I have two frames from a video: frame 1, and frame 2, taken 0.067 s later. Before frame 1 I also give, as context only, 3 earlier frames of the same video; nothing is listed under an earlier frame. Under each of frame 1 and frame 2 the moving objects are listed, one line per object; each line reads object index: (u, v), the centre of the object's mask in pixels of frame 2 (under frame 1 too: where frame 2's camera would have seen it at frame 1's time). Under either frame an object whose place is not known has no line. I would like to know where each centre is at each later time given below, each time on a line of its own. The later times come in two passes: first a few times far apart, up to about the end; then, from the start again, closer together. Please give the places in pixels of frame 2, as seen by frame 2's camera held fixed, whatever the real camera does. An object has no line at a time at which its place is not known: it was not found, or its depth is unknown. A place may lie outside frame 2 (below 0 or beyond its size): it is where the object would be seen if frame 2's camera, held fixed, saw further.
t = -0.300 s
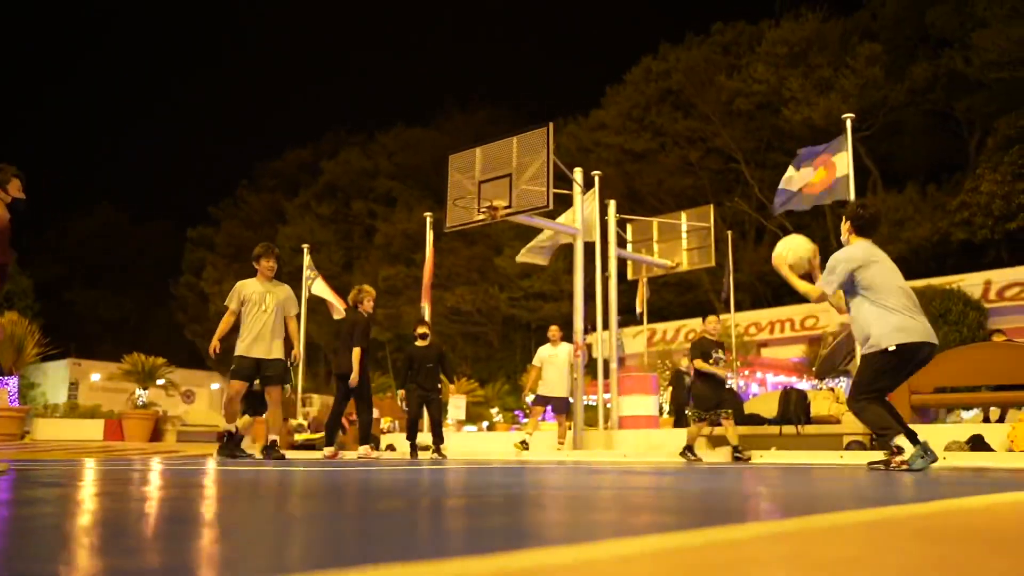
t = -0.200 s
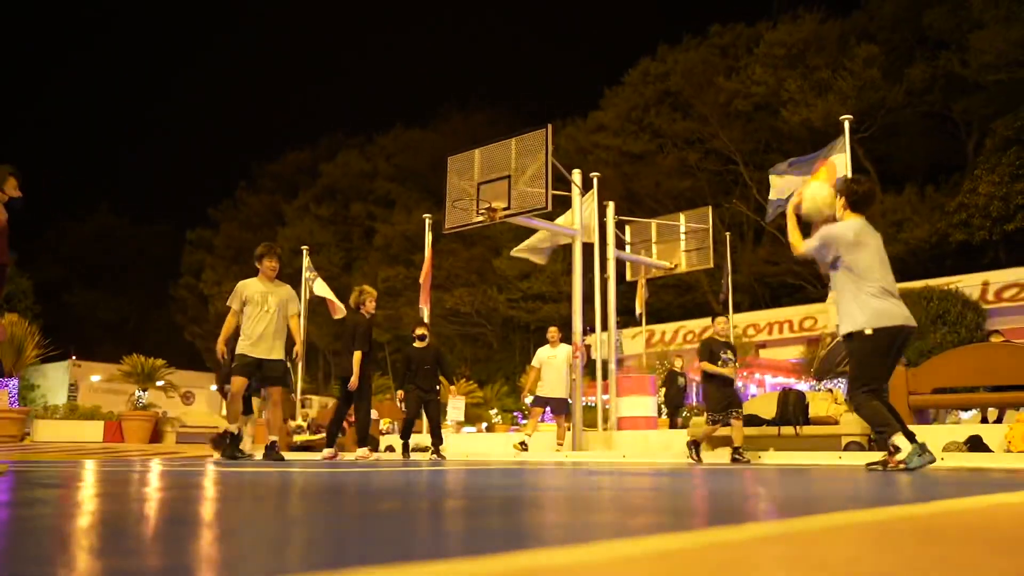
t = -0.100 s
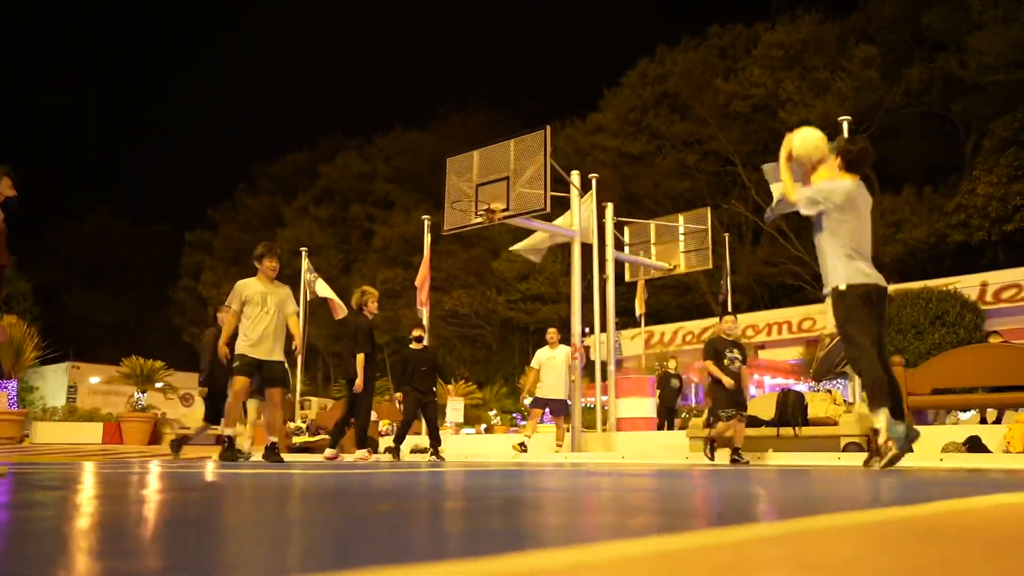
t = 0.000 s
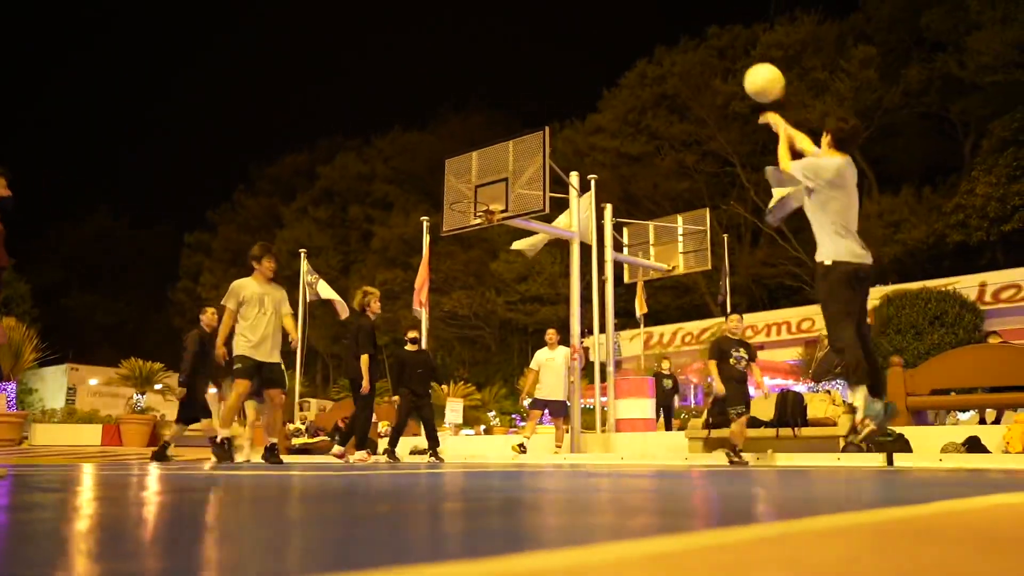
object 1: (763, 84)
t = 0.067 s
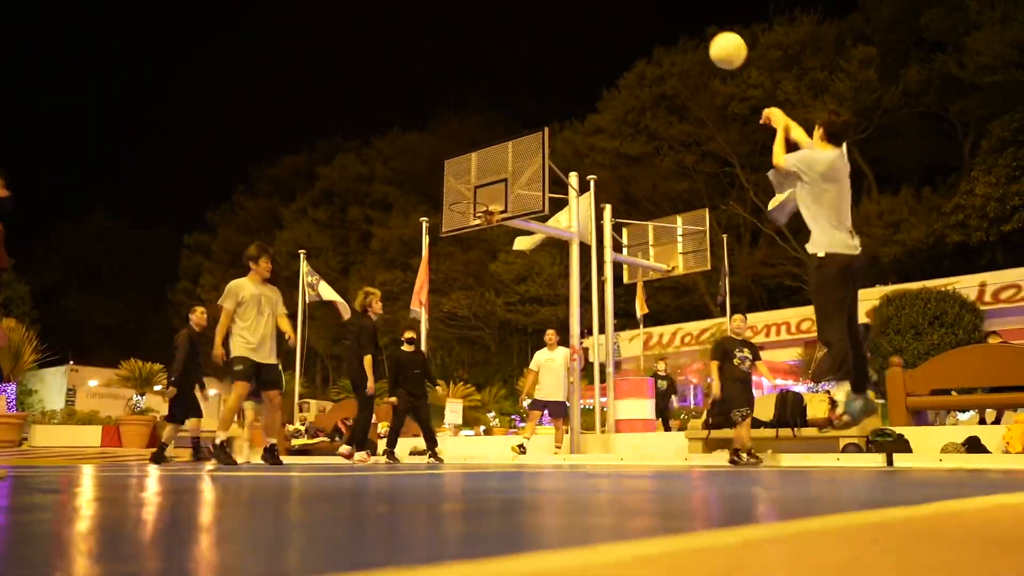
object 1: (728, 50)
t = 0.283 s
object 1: (638, 6)
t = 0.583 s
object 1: (559, 19)
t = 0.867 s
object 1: (506, 98)
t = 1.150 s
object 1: (468, 213)
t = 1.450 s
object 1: (517, 323)
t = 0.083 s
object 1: (719, 43)
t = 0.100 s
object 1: (711, 37)
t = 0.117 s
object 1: (704, 32)
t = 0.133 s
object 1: (696, 26)
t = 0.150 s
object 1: (689, 22)
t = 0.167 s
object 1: (682, 18)
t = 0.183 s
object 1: (675, 14)
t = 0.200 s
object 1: (668, 12)
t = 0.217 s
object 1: (663, 11)
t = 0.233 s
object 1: (656, 9)
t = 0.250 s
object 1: (650, 8)
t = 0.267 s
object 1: (645, 7)
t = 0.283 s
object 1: (638, 6)
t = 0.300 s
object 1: (633, 5)
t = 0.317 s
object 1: (628, 5)
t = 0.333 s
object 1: (622, 4)
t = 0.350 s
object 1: (617, 4)
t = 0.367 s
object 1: (613, 4)
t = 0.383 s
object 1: (608, 4)
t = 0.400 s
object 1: (603, 4)
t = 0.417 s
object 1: (599, 5)
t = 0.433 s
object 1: (594, 5)
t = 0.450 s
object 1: (590, 6)
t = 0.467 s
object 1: (586, 6)
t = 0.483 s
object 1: (582, 7)
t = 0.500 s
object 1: (578, 8)
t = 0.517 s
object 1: (574, 9)
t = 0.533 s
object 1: (570, 11)
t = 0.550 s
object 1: (566, 13)
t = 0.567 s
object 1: (563, 16)
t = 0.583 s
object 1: (559, 19)
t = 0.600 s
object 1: (556, 23)
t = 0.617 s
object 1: (552, 26)
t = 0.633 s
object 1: (549, 30)
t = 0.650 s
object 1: (545, 34)
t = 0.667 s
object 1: (542, 37)
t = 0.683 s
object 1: (539, 42)
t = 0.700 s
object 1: (536, 46)
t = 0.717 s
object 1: (533, 50)
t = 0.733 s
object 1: (529, 55)
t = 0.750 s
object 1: (526, 61)
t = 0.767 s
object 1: (523, 65)
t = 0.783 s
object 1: (520, 70)
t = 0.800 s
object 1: (517, 76)
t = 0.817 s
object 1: (514, 81)
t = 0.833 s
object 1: (511, 87)
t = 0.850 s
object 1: (508, 93)
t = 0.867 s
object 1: (506, 98)
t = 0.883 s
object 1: (503, 105)
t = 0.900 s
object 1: (500, 111)
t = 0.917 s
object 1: (497, 117)
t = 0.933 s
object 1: (495, 124)
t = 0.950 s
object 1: (492, 131)
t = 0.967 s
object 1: (489, 136)
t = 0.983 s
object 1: (487, 143)
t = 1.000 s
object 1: (484, 151)
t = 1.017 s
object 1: (481, 158)
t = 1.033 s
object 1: (479, 165)
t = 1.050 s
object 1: (477, 172)
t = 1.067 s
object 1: (474, 180)
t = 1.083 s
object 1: (472, 188)
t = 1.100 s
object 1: (469, 195)
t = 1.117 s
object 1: (466, 204)
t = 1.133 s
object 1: (465, 208)
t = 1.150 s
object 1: (468, 213)
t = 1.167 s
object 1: (470, 216)
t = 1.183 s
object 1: (473, 221)
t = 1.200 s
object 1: (475, 225)
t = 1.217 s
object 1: (478, 230)
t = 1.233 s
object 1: (480, 234)
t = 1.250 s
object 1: (483, 239)
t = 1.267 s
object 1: (486, 244)
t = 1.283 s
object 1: (489, 249)
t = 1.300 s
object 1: (492, 255)
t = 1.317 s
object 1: (495, 262)
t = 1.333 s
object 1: (497, 268)
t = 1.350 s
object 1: (500, 275)
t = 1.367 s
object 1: (503, 283)
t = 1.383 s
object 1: (506, 289)
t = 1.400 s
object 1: (509, 297)
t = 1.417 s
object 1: (512, 306)
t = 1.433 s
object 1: (514, 314)
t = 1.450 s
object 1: (517, 323)
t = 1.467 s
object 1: (520, 333)
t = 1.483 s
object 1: (523, 342)
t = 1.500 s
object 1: (526, 352)
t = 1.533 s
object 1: (531, 373)
